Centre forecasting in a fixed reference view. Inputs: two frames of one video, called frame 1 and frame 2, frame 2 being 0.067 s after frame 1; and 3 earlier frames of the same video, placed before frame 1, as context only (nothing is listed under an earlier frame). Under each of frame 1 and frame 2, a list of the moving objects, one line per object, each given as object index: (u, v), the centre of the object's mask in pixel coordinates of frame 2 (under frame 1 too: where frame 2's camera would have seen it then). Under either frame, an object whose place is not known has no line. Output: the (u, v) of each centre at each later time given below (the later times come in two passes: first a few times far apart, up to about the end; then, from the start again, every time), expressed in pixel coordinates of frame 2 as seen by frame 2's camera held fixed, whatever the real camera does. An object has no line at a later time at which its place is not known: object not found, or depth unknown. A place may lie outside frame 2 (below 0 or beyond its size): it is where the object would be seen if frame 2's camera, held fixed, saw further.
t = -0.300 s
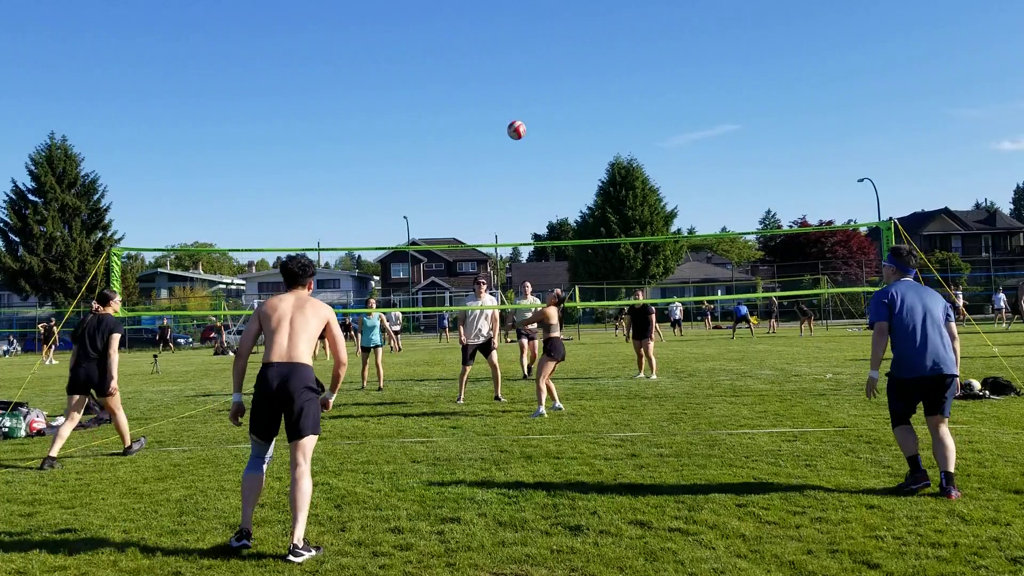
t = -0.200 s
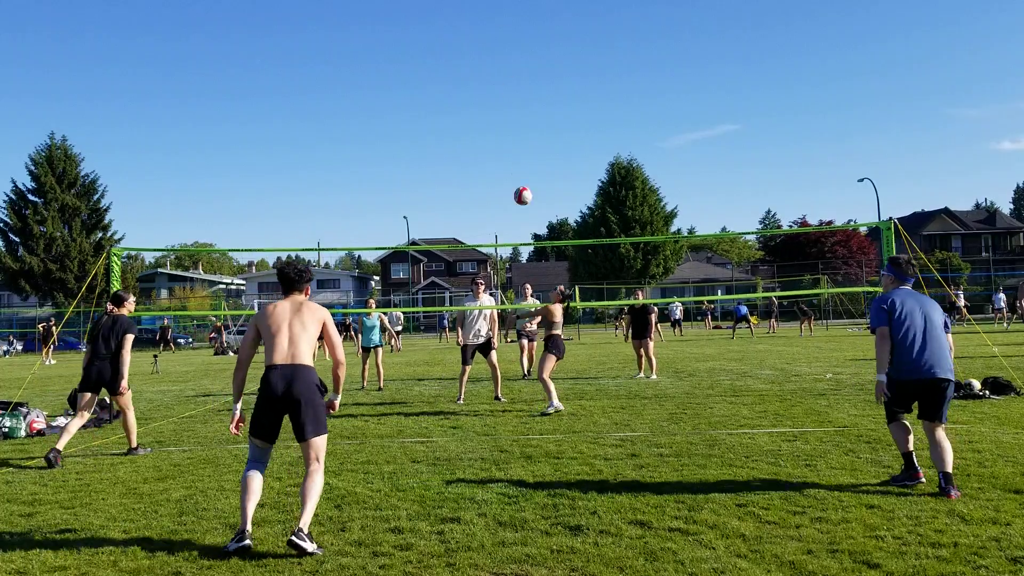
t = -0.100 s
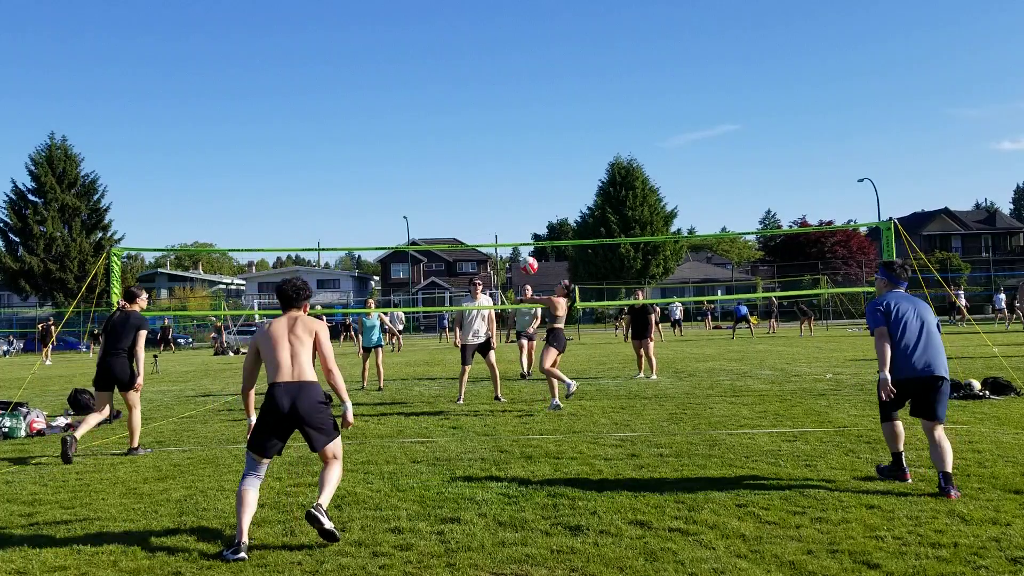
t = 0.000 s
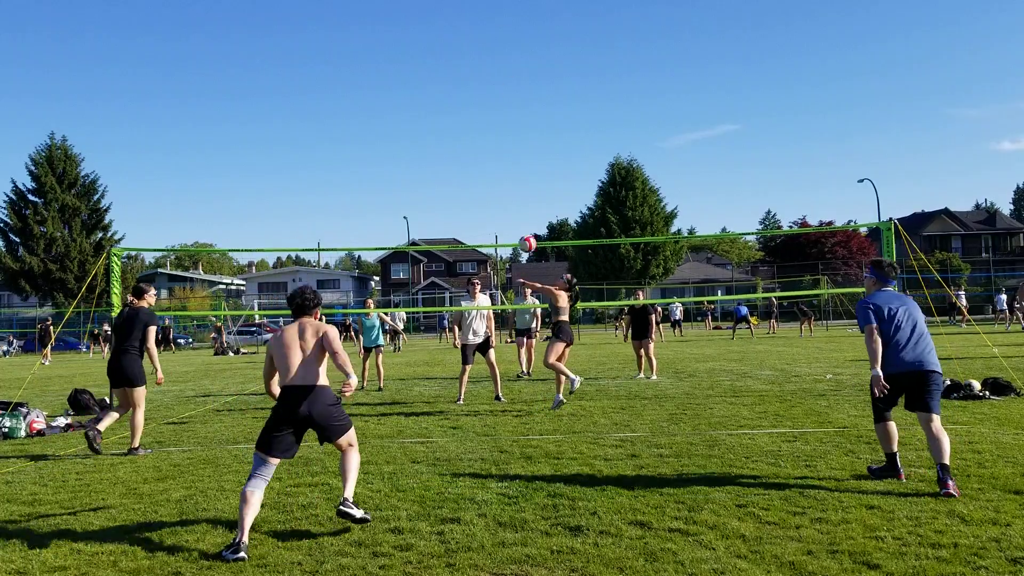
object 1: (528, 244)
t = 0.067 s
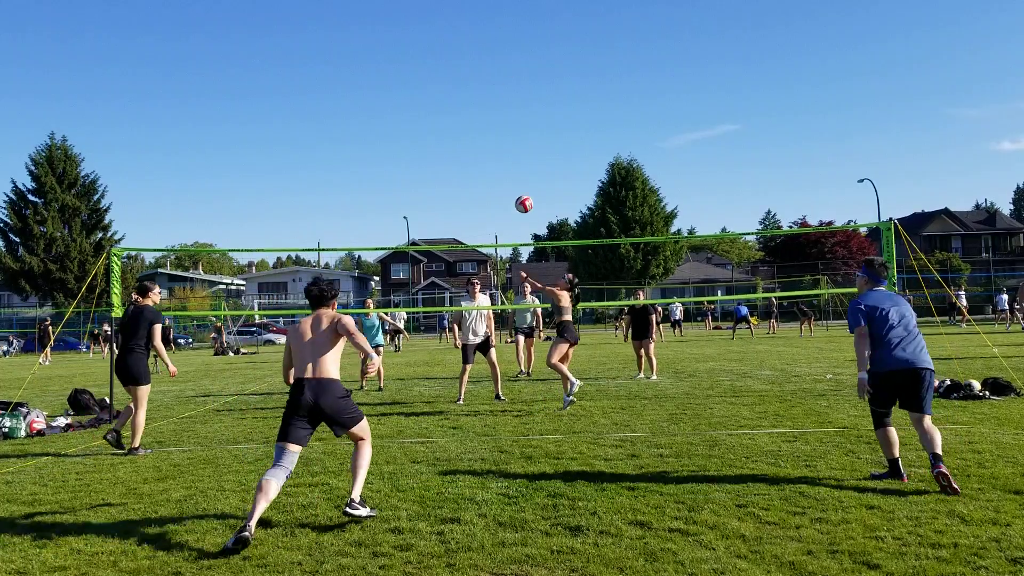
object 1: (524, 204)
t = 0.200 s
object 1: (517, 134)
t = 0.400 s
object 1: (505, 55)
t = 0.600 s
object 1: (492, 8)
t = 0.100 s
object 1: (522, 185)
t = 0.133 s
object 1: (520, 167)
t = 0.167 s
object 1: (519, 150)
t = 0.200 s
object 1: (517, 134)
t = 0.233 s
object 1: (515, 119)
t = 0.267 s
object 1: (513, 104)
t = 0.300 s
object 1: (511, 91)
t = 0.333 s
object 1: (509, 78)
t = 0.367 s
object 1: (507, 66)
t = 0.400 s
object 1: (505, 55)
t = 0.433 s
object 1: (503, 44)
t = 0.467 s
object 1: (501, 35)
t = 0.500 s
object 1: (498, 27)
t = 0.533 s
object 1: (496, 19)
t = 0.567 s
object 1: (494, 12)
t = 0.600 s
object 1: (492, 8)
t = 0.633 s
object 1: (489, 6)
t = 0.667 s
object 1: (487, 4)
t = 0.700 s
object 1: (484, 4)
